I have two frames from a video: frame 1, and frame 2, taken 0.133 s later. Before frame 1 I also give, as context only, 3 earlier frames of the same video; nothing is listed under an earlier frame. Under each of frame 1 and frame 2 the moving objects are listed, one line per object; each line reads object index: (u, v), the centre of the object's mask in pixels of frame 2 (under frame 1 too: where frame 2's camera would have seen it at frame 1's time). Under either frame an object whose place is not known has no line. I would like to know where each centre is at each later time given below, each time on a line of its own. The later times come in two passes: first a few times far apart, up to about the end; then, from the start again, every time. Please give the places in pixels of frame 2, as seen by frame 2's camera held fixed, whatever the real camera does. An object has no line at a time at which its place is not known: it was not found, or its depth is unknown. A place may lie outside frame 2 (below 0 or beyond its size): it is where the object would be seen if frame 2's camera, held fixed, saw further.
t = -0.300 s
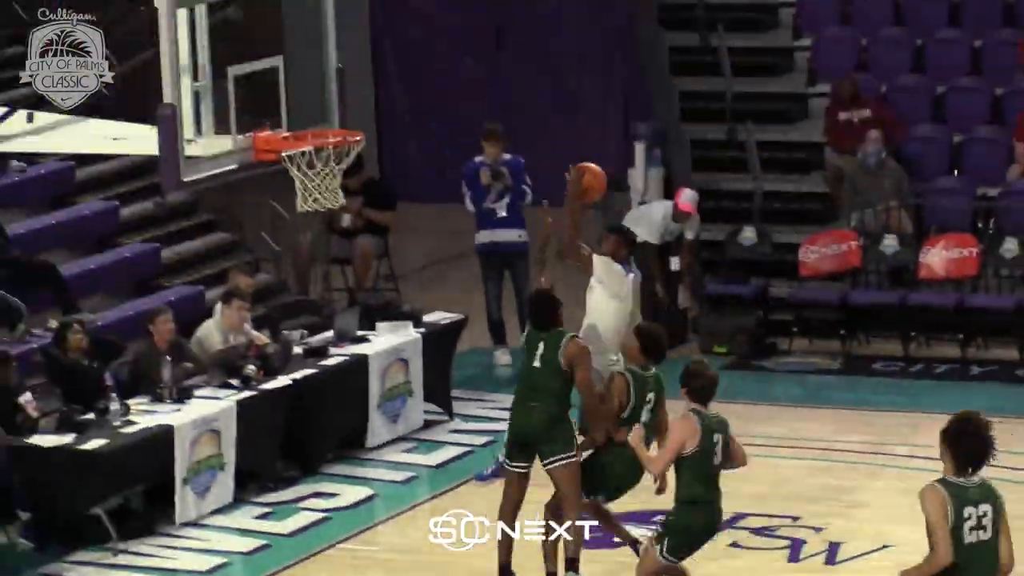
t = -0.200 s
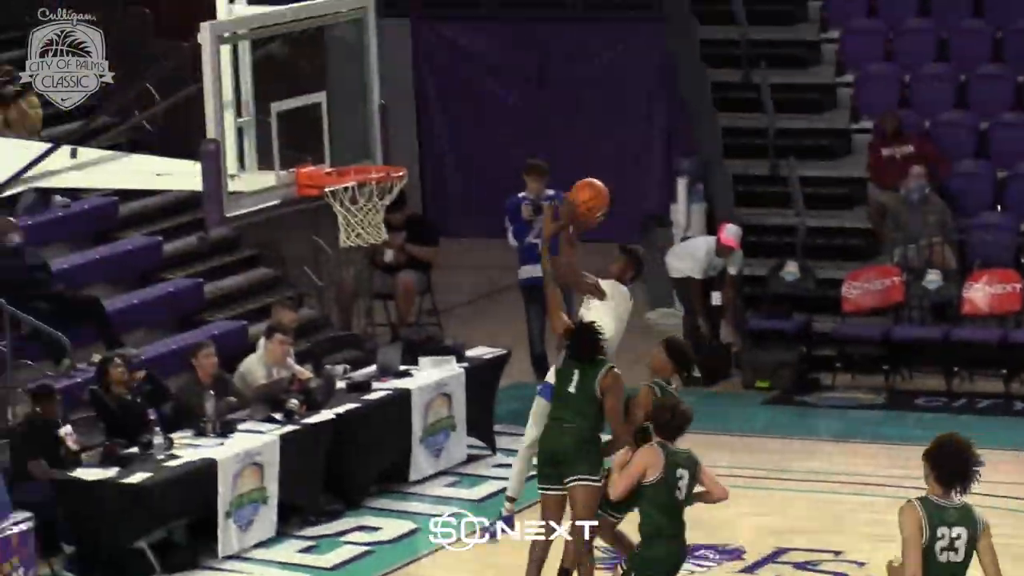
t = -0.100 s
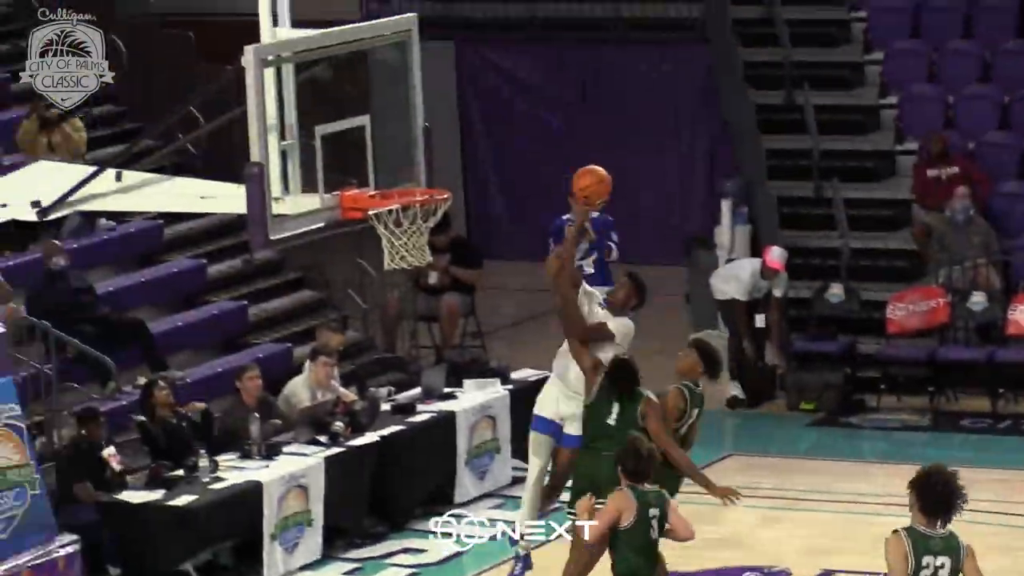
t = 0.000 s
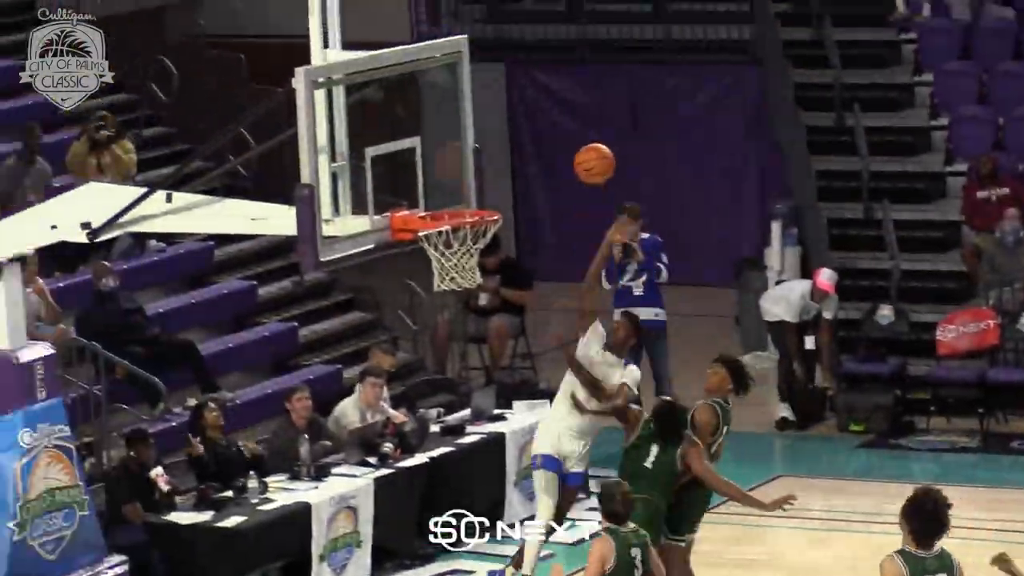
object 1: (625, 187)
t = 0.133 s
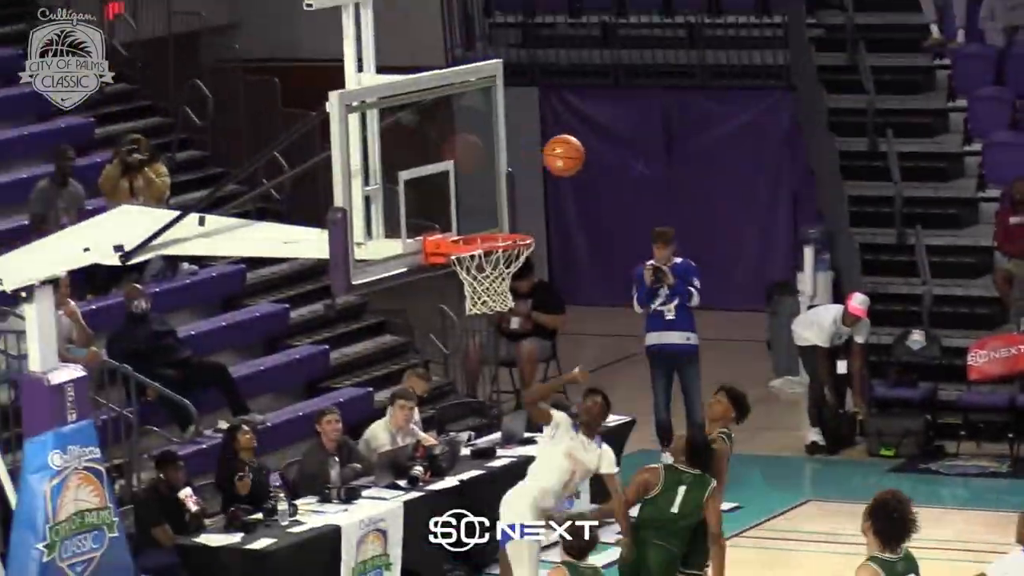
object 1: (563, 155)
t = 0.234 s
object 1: (515, 150)
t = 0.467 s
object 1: (463, 194)
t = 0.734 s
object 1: (493, 200)
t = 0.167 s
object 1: (547, 152)
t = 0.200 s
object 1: (531, 150)
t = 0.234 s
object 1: (515, 150)
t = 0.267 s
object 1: (498, 152)
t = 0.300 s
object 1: (482, 156)
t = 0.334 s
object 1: (469, 162)
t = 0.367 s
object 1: (468, 167)
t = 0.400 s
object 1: (466, 175)
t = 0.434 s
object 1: (465, 184)
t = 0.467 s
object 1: (463, 194)
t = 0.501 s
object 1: (462, 207)
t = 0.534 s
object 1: (460, 223)
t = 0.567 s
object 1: (465, 221)
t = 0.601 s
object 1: (470, 211)
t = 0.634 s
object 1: (476, 206)
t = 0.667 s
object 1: (481, 203)
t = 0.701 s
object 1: (487, 201)
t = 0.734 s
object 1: (493, 200)
